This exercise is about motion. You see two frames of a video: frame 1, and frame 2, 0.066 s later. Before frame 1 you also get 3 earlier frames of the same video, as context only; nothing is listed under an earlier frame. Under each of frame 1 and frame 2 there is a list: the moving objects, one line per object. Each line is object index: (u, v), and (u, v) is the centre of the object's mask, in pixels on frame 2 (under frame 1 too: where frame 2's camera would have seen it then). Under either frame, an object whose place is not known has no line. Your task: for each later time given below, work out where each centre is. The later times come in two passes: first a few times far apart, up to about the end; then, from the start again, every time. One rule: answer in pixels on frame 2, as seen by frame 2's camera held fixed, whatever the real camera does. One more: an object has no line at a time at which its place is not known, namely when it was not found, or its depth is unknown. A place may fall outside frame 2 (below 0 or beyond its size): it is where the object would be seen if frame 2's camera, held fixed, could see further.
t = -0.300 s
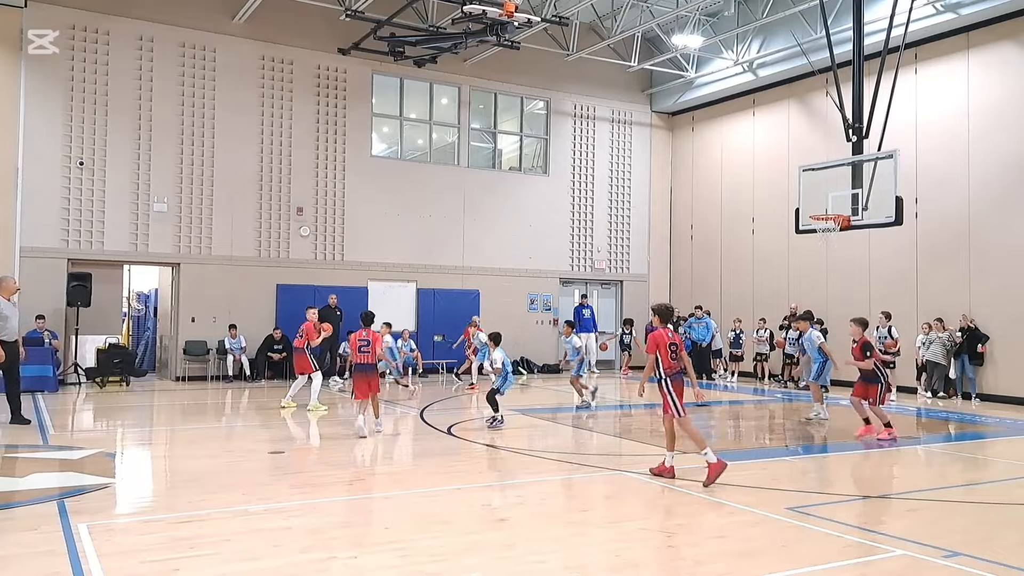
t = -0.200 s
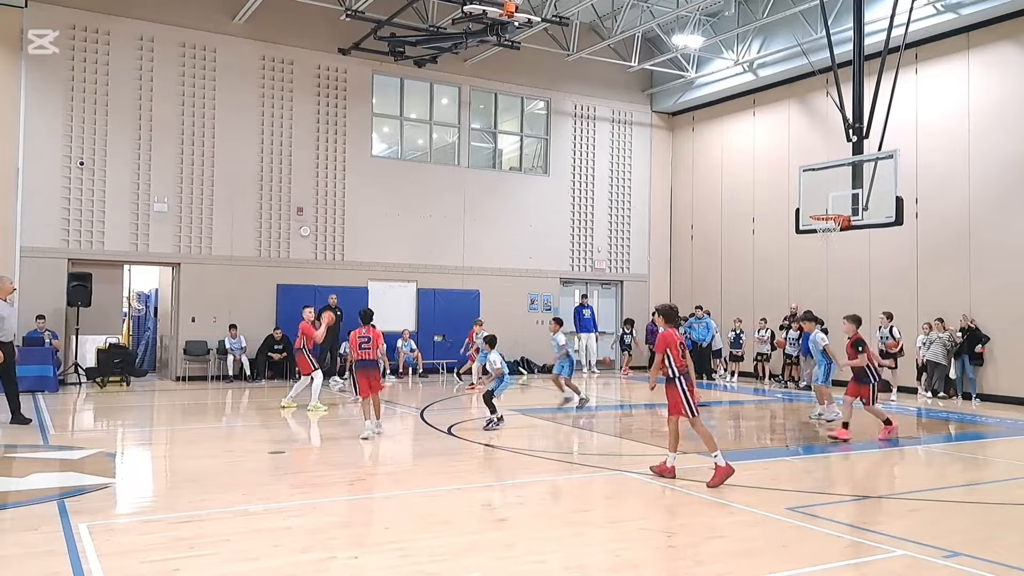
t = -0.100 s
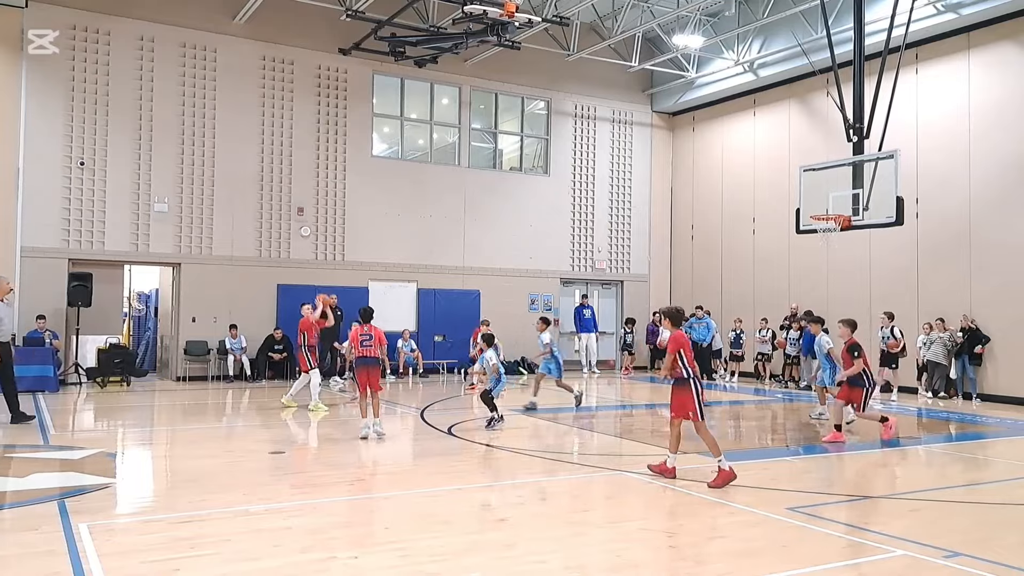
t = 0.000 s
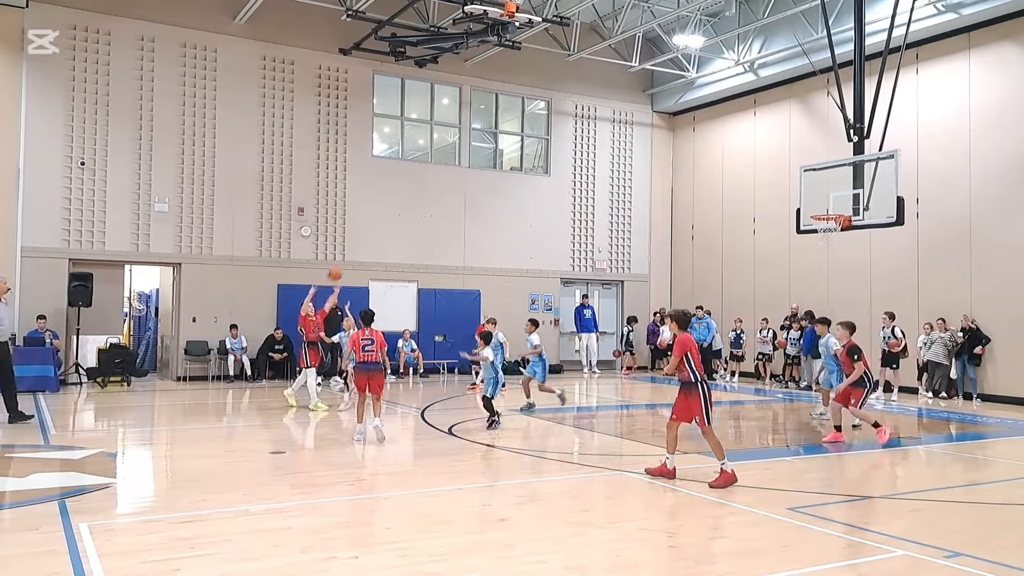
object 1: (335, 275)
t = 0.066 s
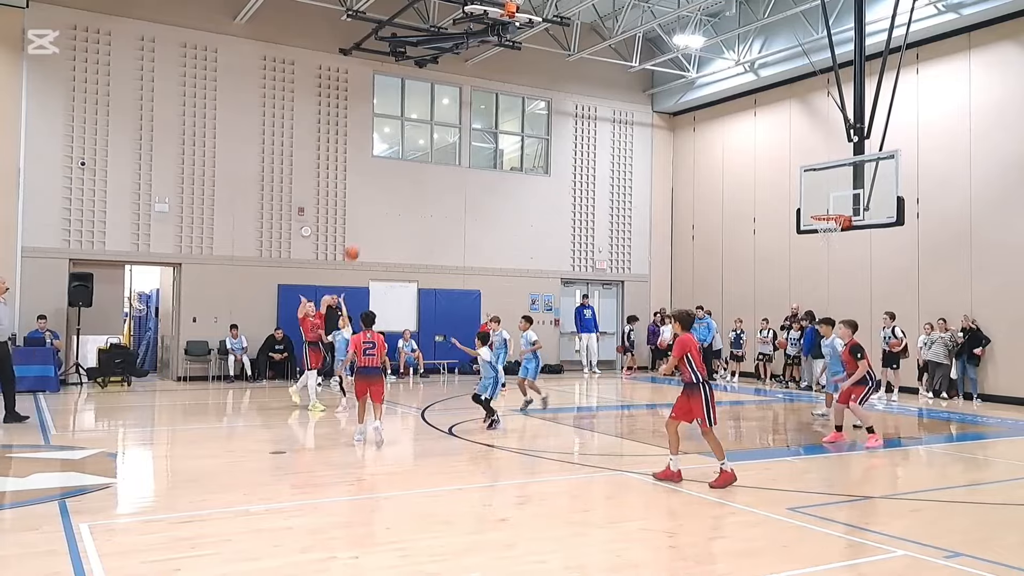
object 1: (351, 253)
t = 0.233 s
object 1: (397, 211)
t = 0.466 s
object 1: (469, 175)
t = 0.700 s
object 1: (559, 179)
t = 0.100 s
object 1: (360, 244)
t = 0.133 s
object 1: (369, 235)
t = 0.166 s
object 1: (378, 226)
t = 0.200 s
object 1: (387, 218)
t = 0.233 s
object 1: (397, 211)
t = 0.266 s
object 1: (406, 204)
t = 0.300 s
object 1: (416, 197)
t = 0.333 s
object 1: (426, 191)
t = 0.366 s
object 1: (436, 186)
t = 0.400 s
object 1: (447, 182)
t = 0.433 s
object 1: (458, 179)
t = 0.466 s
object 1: (469, 175)
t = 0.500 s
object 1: (481, 174)
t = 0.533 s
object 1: (493, 172)
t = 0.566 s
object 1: (505, 171)
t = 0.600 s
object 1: (518, 172)
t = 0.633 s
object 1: (531, 173)
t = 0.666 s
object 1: (545, 176)
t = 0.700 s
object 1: (559, 179)
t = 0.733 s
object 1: (573, 184)
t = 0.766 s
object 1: (588, 191)
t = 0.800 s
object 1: (604, 198)
